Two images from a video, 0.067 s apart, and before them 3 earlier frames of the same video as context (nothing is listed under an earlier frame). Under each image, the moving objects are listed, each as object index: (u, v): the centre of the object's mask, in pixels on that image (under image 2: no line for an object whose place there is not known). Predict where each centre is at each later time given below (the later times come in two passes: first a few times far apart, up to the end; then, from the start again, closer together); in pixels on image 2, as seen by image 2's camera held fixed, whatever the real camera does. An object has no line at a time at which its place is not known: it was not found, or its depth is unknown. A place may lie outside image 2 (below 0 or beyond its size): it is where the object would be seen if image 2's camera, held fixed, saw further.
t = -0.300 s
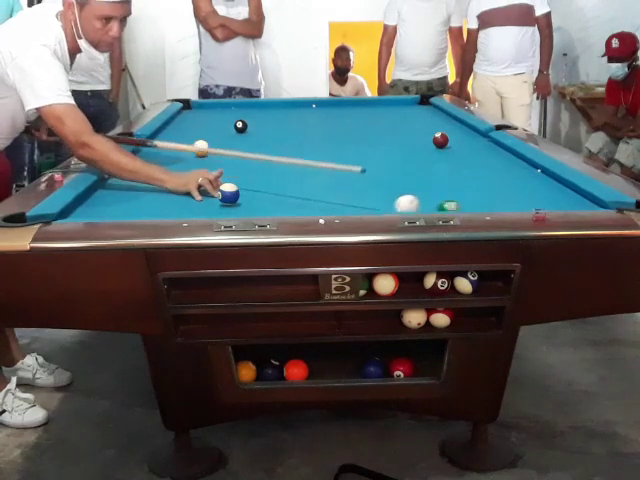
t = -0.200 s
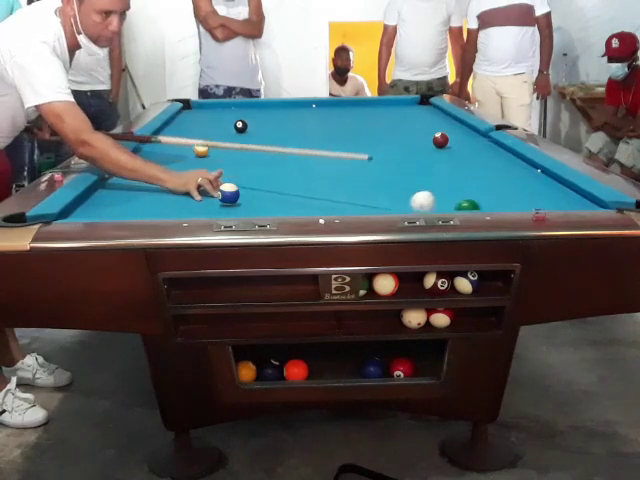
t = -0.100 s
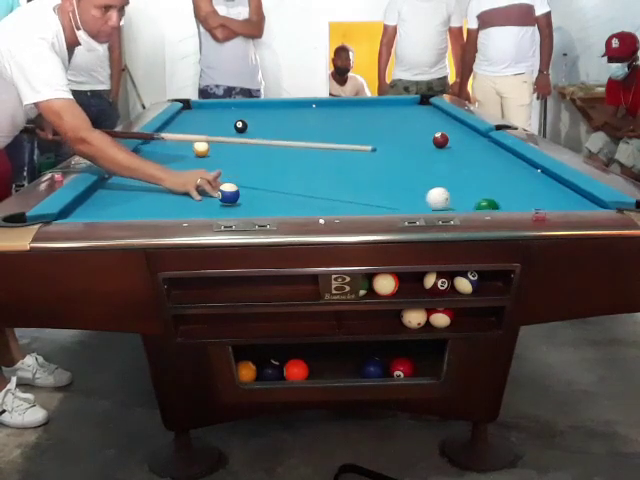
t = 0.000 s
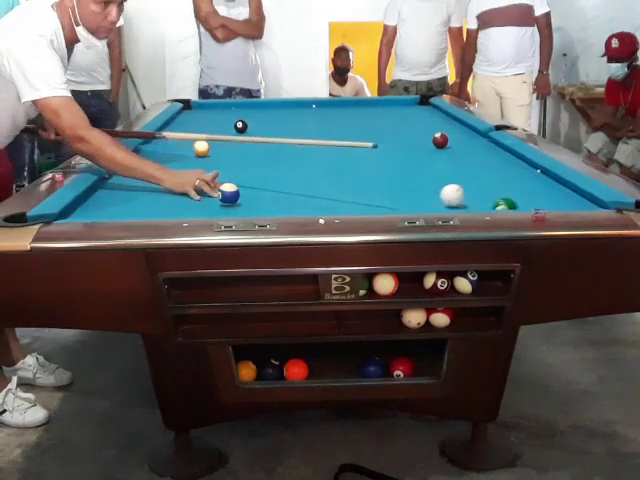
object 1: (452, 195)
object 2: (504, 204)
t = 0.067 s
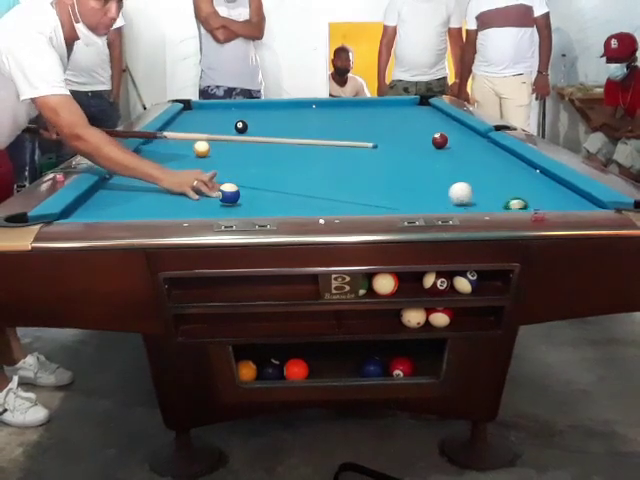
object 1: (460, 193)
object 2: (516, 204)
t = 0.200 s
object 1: (477, 189)
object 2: (538, 203)
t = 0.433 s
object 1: (505, 182)
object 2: (577, 201)
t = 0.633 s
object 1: (526, 177)
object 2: (590, 201)
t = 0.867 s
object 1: (532, 172)
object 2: (579, 202)
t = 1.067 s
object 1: (512, 169)
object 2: (570, 203)
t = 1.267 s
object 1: (493, 167)
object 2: (563, 203)
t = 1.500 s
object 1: (474, 165)
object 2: (558, 203)
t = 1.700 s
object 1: (460, 163)
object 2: (555, 203)
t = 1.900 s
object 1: (446, 162)
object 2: (554, 203)
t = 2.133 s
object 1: (433, 160)
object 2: (554, 203)
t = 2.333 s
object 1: (423, 159)
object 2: (554, 203)
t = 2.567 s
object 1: (413, 158)
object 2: (554, 203)
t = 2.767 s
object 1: (405, 157)
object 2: (554, 203)
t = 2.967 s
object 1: (398, 156)
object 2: (554, 203)
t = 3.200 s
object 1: (391, 155)
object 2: (554, 203)
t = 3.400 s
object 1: (387, 155)
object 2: (554, 203)
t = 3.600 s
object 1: (384, 154)
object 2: (555, 203)
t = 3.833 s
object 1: (382, 154)
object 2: (554, 203)
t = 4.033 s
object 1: (382, 154)
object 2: (554, 203)
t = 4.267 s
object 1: (382, 154)
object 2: (555, 203)
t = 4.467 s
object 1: (382, 154)
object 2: (555, 203)
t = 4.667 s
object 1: (382, 154)
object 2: (555, 203)
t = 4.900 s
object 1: (382, 154)
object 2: (555, 203)
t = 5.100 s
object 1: (382, 154)
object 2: (554, 203)
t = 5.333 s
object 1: (382, 154)
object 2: (554, 203)
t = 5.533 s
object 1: (382, 154)
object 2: (554, 203)
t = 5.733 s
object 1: (382, 154)
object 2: (554, 203)
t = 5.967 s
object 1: (382, 154)
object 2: (555, 203)
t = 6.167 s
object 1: (382, 154)
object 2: (555, 203)
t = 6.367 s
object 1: (382, 154)
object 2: (555, 203)
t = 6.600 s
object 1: (382, 154)
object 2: (554, 203)
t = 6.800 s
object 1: (382, 154)
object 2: (554, 203)
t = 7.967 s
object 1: (381, 154)
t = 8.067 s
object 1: (383, 154)
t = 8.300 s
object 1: (382, 155)
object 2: (550, 203)
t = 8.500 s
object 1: (382, 154)
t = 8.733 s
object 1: (383, 154)
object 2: (554, 203)
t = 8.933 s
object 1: (383, 155)
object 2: (555, 203)
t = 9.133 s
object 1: (383, 155)
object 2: (555, 203)
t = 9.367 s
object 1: (383, 154)
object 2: (555, 203)
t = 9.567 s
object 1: (382, 154)
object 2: (555, 203)
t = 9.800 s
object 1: (383, 154)
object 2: (555, 203)
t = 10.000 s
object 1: (382, 154)
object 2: (554, 203)
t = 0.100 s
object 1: (465, 192)
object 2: (522, 203)
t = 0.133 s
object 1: (469, 191)
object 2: (527, 203)
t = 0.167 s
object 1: (473, 190)
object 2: (532, 203)
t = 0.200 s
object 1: (477, 189)
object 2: (538, 203)
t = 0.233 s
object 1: (482, 188)
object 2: (544, 203)
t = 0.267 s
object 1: (486, 187)
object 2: (550, 203)
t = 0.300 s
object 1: (489, 186)
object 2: (555, 202)
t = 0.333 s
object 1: (494, 185)
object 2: (561, 203)
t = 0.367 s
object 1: (497, 184)
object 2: (566, 202)
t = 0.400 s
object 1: (501, 183)
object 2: (572, 202)
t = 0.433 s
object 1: (505, 182)
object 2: (577, 201)
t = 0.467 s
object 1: (508, 181)
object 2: (582, 201)
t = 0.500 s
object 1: (512, 180)
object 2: (587, 201)
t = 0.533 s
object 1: (516, 179)
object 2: (592, 201)
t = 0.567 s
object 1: (519, 178)
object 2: (594, 201)
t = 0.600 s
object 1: (522, 177)
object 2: (592, 201)
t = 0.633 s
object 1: (526, 177)
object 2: (590, 201)
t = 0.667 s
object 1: (529, 176)
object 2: (587, 202)
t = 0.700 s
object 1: (532, 175)
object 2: (586, 201)
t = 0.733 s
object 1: (536, 174)
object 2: (584, 202)
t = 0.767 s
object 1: (539, 173)
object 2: (584, 202)
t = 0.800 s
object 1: (539, 173)
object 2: (582, 202)
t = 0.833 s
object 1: (536, 172)
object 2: (581, 202)
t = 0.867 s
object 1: (532, 172)
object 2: (579, 202)
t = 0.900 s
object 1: (529, 172)
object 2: (577, 203)
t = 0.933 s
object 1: (525, 171)
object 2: (575, 203)
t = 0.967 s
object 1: (522, 171)
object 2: (574, 203)
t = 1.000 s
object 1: (518, 170)
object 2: (573, 203)
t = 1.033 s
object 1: (515, 170)
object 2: (571, 203)
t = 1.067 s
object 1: (512, 169)
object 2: (570, 203)
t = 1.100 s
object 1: (509, 169)
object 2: (569, 203)
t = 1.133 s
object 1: (506, 169)
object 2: (567, 203)
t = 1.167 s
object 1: (502, 168)
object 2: (566, 203)
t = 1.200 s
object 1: (499, 168)
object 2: (566, 203)
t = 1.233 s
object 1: (496, 168)
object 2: (564, 203)
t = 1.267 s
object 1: (493, 167)
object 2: (563, 203)
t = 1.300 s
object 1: (491, 167)
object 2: (562, 203)
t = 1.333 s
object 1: (488, 167)
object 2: (562, 203)
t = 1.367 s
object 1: (485, 166)
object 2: (561, 203)
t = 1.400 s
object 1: (482, 166)
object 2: (560, 203)
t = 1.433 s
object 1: (479, 166)
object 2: (559, 203)
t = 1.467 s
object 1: (477, 165)
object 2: (558, 203)
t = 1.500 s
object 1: (474, 165)
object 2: (558, 203)
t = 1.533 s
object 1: (472, 165)
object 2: (557, 203)
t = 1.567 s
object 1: (469, 165)
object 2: (557, 203)
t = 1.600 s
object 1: (467, 165)
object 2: (556, 203)
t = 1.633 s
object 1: (464, 164)
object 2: (556, 203)
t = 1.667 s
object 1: (462, 164)
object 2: (555, 203)
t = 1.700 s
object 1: (460, 163)
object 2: (555, 203)
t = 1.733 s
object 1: (457, 163)
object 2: (555, 203)
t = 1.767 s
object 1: (455, 163)
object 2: (554, 203)
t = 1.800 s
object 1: (453, 163)
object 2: (554, 203)
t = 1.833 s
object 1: (451, 162)
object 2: (554, 203)
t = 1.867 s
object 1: (448, 162)
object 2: (554, 203)
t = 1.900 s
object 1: (446, 162)
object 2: (554, 203)
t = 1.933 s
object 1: (444, 162)
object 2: (554, 203)
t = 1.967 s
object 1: (442, 161)
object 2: (554, 203)
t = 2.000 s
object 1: (440, 161)
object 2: (554, 203)
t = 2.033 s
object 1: (438, 161)
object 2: (554, 203)
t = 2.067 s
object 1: (437, 161)
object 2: (554, 203)
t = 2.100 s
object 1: (435, 161)
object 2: (554, 203)
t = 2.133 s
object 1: (433, 160)
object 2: (554, 203)
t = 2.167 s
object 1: (431, 160)
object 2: (554, 203)
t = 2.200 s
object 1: (429, 160)
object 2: (554, 203)
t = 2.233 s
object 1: (428, 160)
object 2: (554, 203)
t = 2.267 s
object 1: (426, 159)
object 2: (554, 203)
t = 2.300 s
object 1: (425, 159)
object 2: (554, 203)
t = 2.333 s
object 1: (423, 159)
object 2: (554, 203)
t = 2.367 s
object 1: (422, 159)
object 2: (554, 203)
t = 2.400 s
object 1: (420, 158)
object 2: (554, 203)
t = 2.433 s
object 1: (419, 158)
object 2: (554, 203)
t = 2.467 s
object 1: (417, 158)
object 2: (554, 203)
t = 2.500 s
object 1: (416, 158)
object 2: (554, 203)
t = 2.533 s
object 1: (414, 158)
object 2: (554, 203)
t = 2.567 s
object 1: (413, 158)
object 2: (554, 203)
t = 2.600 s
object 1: (411, 157)
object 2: (554, 203)
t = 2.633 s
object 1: (410, 157)
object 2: (554, 203)
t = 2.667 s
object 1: (409, 157)
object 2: (554, 203)
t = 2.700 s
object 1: (408, 157)
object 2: (554, 203)
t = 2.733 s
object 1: (407, 157)
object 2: (554, 203)
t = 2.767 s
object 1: (405, 157)
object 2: (554, 203)
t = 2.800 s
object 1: (404, 157)
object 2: (554, 203)
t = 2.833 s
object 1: (403, 156)
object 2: (554, 203)
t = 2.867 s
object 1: (401, 156)
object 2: (554, 203)
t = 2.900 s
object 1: (400, 156)
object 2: (554, 203)
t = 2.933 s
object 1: (399, 156)
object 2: (554, 203)
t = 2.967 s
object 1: (398, 156)
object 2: (554, 203)
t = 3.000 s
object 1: (397, 156)
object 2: (554, 203)
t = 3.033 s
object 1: (396, 155)
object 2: (554, 203)
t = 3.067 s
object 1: (395, 155)
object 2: (554, 203)
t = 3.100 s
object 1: (394, 155)
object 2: (554, 203)
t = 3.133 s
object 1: (393, 155)
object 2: (554, 203)
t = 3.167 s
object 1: (392, 155)
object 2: (554, 203)
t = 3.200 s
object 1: (391, 155)
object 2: (554, 203)
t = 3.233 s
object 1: (391, 155)
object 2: (554, 203)
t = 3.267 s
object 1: (390, 155)
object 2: (554, 203)
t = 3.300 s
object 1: (390, 155)
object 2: (554, 203)
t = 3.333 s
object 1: (389, 155)
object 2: (554, 203)
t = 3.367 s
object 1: (388, 155)
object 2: (554, 203)
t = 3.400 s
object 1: (387, 155)
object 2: (554, 203)
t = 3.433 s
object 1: (387, 155)
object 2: (554, 203)
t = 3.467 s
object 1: (386, 154)
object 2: (555, 203)
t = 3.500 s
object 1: (386, 154)
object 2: (554, 203)
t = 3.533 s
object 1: (385, 154)
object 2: (554, 203)
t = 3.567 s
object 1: (385, 154)
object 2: (554, 203)
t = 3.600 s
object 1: (384, 154)
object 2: (555, 203)
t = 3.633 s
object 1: (384, 154)
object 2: (555, 203)
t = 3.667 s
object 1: (383, 154)
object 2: (555, 203)
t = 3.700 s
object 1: (383, 154)
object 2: (555, 203)
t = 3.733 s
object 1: (383, 154)
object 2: (555, 203)
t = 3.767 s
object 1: (383, 154)
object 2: (554, 203)
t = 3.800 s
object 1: (382, 154)
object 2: (554, 203)
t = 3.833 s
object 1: (382, 154)
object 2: (554, 203)
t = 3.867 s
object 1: (382, 154)
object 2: (555, 203)
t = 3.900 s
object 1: (382, 154)
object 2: (554, 203)
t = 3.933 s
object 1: (382, 154)
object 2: (554, 203)
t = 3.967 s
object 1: (382, 154)
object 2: (555, 203)
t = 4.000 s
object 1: (382, 154)
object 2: (554, 203)
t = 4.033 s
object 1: (382, 154)
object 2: (554, 203)
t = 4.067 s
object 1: (382, 154)
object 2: (554, 203)
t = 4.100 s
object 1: (382, 154)
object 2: (555, 203)
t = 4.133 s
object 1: (382, 154)
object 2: (554, 203)
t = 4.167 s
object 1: (382, 154)
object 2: (555, 203)
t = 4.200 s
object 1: (382, 154)
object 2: (554, 203)
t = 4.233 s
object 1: (382, 154)
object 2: (554, 203)
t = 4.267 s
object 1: (382, 154)
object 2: (555, 203)
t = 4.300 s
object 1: (382, 154)
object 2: (554, 203)
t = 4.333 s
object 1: (382, 154)
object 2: (554, 203)
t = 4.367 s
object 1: (382, 154)
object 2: (554, 203)
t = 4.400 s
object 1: (382, 154)
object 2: (554, 203)
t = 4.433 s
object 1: (382, 154)
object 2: (555, 203)
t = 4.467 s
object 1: (382, 154)
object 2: (555, 203)
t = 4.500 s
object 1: (382, 154)
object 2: (554, 203)
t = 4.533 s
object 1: (382, 154)
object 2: (555, 203)
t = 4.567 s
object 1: (382, 154)
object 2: (555, 204)
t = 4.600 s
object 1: (382, 154)
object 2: (555, 204)
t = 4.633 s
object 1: (382, 154)
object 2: (555, 204)
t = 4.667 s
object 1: (382, 154)
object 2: (555, 203)
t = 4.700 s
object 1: (382, 154)
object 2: (555, 203)
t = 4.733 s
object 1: (382, 154)
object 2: (555, 203)
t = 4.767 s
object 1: (382, 154)
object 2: (554, 203)
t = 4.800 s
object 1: (382, 154)
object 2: (555, 203)
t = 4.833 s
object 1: (382, 154)
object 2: (555, 203)
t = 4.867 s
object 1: (382, 154)
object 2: (555, 203)
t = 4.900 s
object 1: (382, 154)
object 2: (555, 203)
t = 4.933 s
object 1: (382, 154)
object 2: (554, 203)
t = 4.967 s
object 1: (382, 154)
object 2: (555, 203)
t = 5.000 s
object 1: (382, 154)
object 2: (555, 203)
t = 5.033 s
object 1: (382, 154)
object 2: (555, 204)
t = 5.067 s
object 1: (382, 154)
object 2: (555, 203)
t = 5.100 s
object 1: (382, 154)
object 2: (554, 203)
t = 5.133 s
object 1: (382, 154)
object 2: (555, 203)
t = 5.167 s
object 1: (382, 154)
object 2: (554, 203)
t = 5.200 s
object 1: (382, 154)
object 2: (555, 203)
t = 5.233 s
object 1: (382, 154)
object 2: (555, 203)
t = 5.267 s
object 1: (382, 154)
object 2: (555, 203)
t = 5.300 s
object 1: (382, 154)
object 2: (555, 203)
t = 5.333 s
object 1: (382, 154)
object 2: (554, 203)
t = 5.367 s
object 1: (382, 154)
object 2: (555, 203)
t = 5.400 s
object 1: (382, 154)
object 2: (555, 203)
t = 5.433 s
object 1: (382, 154)
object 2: (555, 203)
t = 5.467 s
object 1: (382, 154)
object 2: (555, 203)
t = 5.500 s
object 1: (382, 154)
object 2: (555, 203)
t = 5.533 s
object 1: (382, 154)
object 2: (554, 203)
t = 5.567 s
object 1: (382, 154)
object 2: (554, 203)
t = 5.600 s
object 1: (382, 154)
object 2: (555, 203)
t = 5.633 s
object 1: (382, 154)
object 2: (555, 203)
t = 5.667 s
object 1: (382, 154)
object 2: (555, 203)
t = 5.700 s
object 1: (382, 154)
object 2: (555, 203)
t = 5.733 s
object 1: (382, 154)
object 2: (554, 203)
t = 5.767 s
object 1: (382, 154)
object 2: (554, 203)
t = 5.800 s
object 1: (382, 154)
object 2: (555, 203)
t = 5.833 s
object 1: (382, 154)
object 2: (554, 203)
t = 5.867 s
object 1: (382, 154)
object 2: (555, 203)
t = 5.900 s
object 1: (382, 154)
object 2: (555, 203)
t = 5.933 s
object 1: (382, 154)
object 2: (555, 203)
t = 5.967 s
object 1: (382, 154)
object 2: (555, 203)
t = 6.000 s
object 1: (382, 154)
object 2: (555, 203)
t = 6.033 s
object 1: (382, 154)
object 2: (555, 203)
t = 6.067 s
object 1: (382, 154)
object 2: (555, 203)
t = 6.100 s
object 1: (382, 154)
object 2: (555, 203)
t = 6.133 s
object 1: (382, 154)
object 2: (555, 203)
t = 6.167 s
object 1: (382, 154)
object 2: (555, 203)
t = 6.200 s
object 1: (382, 154)
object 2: (555, 203)
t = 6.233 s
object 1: (382, 154)
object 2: (555, 203)
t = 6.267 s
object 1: (382, 154)
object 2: (555, 203)
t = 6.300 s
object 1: (382, 154)
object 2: (554, 203)
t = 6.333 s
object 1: (382, 154)
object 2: (555, 203)
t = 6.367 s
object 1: (382, 154)
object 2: (555, 203)
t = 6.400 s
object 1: (382, 154)
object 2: (554, 203)
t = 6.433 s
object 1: (382, 154)
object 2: (554, 203)
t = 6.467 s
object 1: (382, 154)
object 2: (555, 203)
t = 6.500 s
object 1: (382, 154)
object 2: (554, 203)
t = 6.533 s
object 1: (382, 154)
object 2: (554, 203)
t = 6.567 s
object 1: (382, 154)
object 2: (554, 203)
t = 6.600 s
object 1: (382, 154)
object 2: (554, 203)
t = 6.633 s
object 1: (382, 154)
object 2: (554, 203)
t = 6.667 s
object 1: (382, 154)
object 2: (554, 203)
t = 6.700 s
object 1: (382, 154)
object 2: (554, 203)
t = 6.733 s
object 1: (382, 154)
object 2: (554, 203)
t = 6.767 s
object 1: (382, 154)
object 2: (554, 203)
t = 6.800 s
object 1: (382, 154)
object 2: (554, 203)
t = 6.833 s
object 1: (382, 154)
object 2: (554, 203)
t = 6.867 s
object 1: (382, 155)
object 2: (554, 203)
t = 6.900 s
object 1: (382, 155)
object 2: (554, 203)
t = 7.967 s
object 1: (381, 154)
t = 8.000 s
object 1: (382, 154)
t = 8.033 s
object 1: (383, 154)
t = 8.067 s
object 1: (383, 154)
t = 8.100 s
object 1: (382, 154)
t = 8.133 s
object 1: (382, 154)
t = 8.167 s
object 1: (382, 154)
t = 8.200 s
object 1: (382, 154)
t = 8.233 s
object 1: (383, 155)
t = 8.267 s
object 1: (383, 155)
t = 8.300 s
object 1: (382, 155)
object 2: (550, 203)
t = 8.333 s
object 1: (380, 155)
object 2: (552, 203)
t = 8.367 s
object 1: (378, 155)
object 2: (554, 203)
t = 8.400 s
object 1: (379, 155)
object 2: (555, 203)
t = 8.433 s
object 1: (380, 155)
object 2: (557, 204)
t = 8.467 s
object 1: (382, 155)
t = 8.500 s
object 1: (382, 154)
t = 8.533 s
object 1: (382, 155)
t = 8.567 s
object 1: (382, 154)
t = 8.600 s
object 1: (382, 154)
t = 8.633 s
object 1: (383, 154)
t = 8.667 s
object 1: (383, 154)
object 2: (554, 204)
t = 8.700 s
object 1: (382, 154)
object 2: (555, 203)
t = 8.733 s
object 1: (383, 154)
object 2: (554, 203)
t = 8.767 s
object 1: (382, 154)
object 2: (554, 203)
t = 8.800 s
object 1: (382, 154)
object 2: (555, 203)
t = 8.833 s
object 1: (383, 154)
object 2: (555, 203)
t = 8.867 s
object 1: (383, 155)
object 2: (555, 203)
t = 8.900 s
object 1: (383, 154)
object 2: (555, 203)
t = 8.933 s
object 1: (383, 155)
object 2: (555, 203)
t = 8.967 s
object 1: (382, 154)
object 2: (555, 203)
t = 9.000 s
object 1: (382, 154)
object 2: (555, 203)
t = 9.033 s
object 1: (382, 154)
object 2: (554, 203)
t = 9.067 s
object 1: (383, 154)
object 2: (555, 203)
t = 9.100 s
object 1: (382, 154)
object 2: (555, 203)
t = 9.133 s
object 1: (383, 155)
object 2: (555, 203)
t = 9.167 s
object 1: (383, 155)
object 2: (555, 203)
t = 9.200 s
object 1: (382, 154)
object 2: (555, 203)
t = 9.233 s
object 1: (382, 154)
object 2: (554, 203)
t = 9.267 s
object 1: (383, 154)
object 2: (554, 203)
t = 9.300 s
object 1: (383, 154)
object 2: (554, 203)
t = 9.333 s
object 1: (383, 154)
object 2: (555, 203)
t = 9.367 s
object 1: (383, 154)
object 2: (555, 203)
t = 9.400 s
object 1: (382, 154)
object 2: (554, 203)
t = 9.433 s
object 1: (382, 154)
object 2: (554, 203)
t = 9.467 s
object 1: (382, 154)
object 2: (555, 203)
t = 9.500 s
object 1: (382, 154)
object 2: (555, 203)
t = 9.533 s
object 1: (382, 154)
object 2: (554, 203)
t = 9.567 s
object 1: (382, 154)
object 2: (555, 203)
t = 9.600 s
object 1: (382, 154)
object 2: (555, 203)
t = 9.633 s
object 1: (383, 155)
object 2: (555, 203)
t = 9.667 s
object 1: (383, 154)
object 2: (554, 203)
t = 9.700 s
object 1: (383, 154)
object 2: (555, 203)
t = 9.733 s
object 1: (383, 154)
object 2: (555, 203)
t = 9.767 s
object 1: (382, 154)
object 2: (555, 203)
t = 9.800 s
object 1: (383, 154)
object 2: (555, 203)
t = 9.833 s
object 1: (382, 154)
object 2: (555, 203)
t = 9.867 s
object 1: (382, 154)
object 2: (555, 203)
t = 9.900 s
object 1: (382, 154)
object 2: (555, 203)
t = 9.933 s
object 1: (382, 154)
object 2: (554, 203)
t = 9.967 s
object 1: (382, 154)
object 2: (555, 203)
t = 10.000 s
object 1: (382, 154)
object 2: (554, 203)
